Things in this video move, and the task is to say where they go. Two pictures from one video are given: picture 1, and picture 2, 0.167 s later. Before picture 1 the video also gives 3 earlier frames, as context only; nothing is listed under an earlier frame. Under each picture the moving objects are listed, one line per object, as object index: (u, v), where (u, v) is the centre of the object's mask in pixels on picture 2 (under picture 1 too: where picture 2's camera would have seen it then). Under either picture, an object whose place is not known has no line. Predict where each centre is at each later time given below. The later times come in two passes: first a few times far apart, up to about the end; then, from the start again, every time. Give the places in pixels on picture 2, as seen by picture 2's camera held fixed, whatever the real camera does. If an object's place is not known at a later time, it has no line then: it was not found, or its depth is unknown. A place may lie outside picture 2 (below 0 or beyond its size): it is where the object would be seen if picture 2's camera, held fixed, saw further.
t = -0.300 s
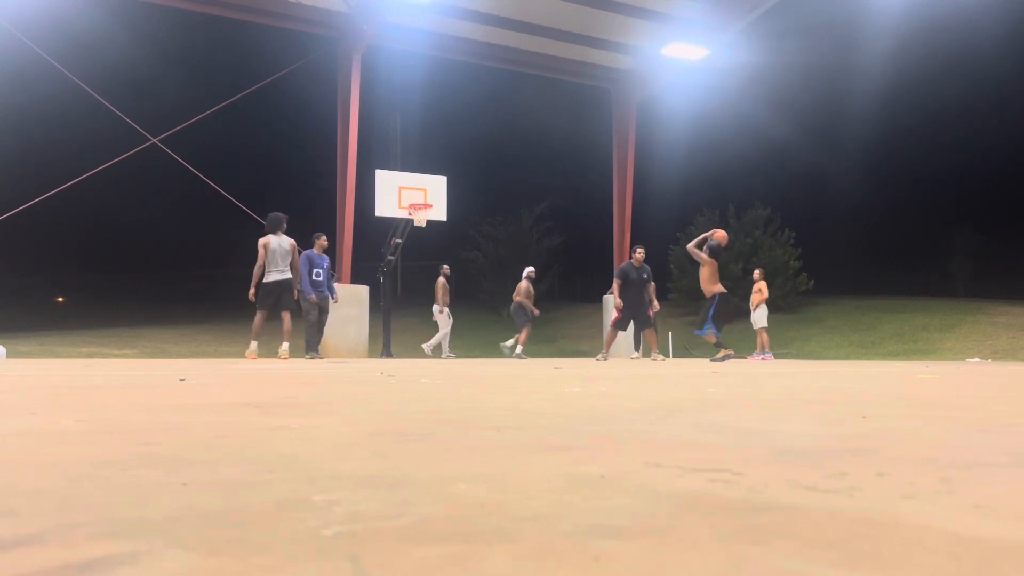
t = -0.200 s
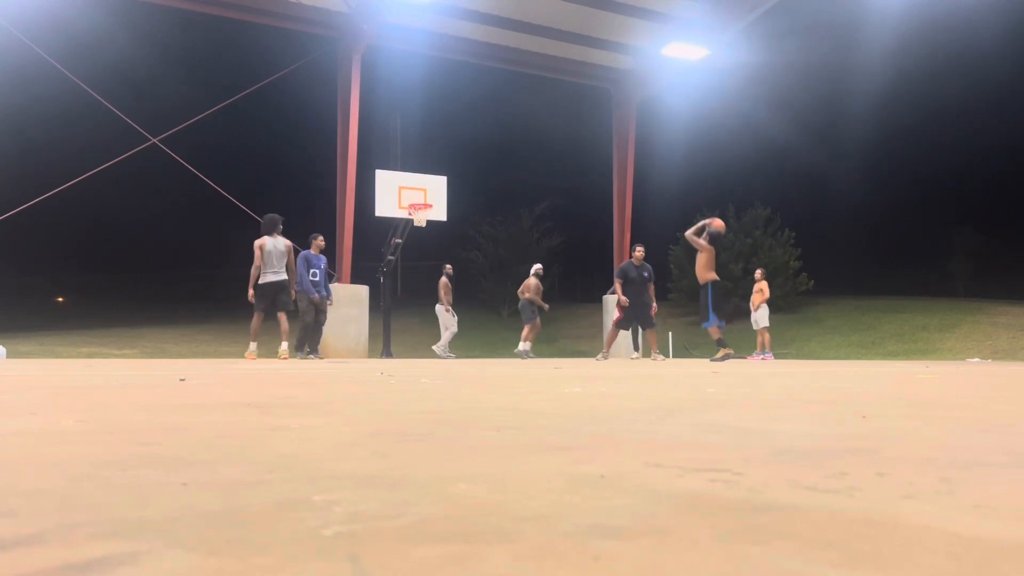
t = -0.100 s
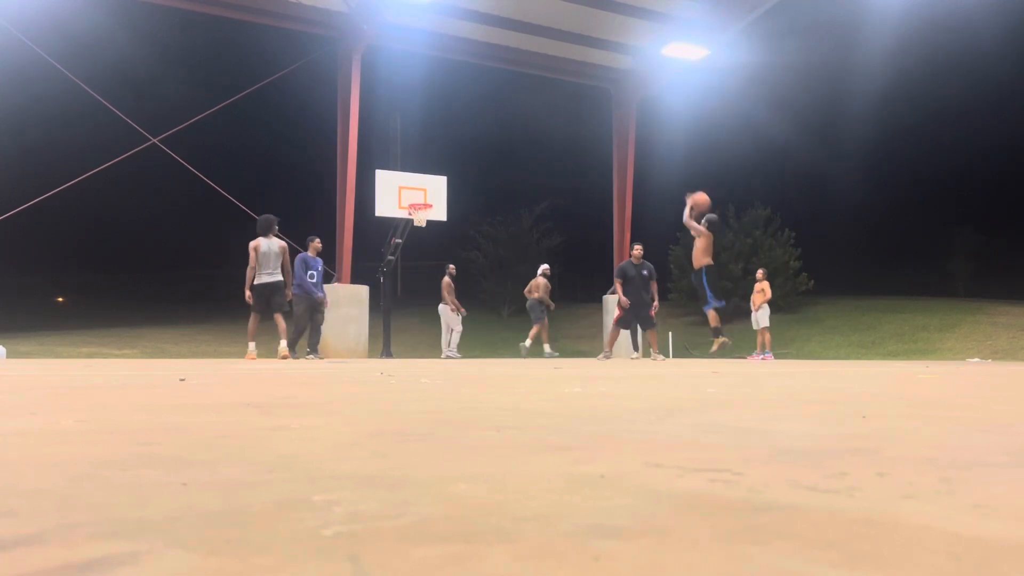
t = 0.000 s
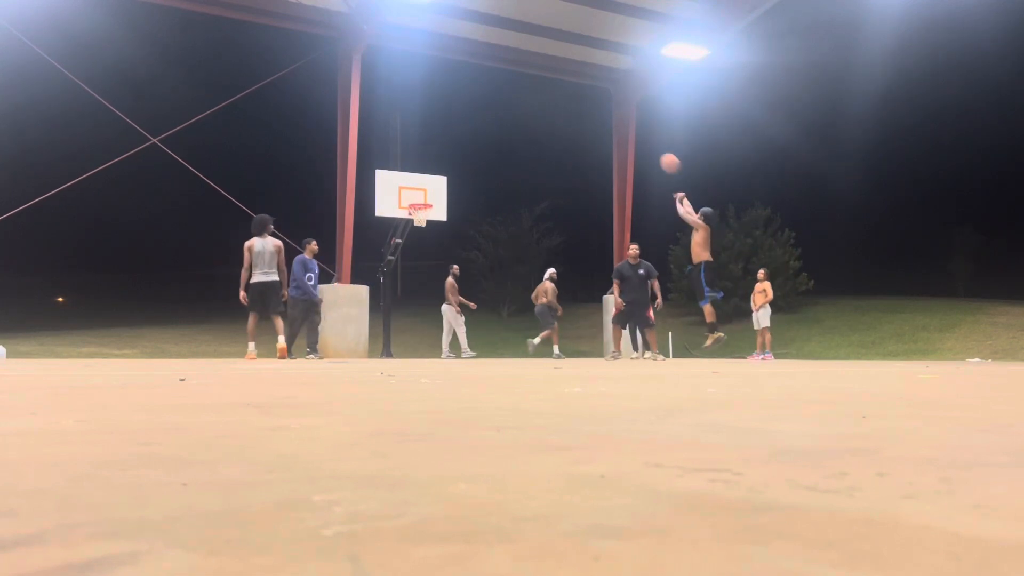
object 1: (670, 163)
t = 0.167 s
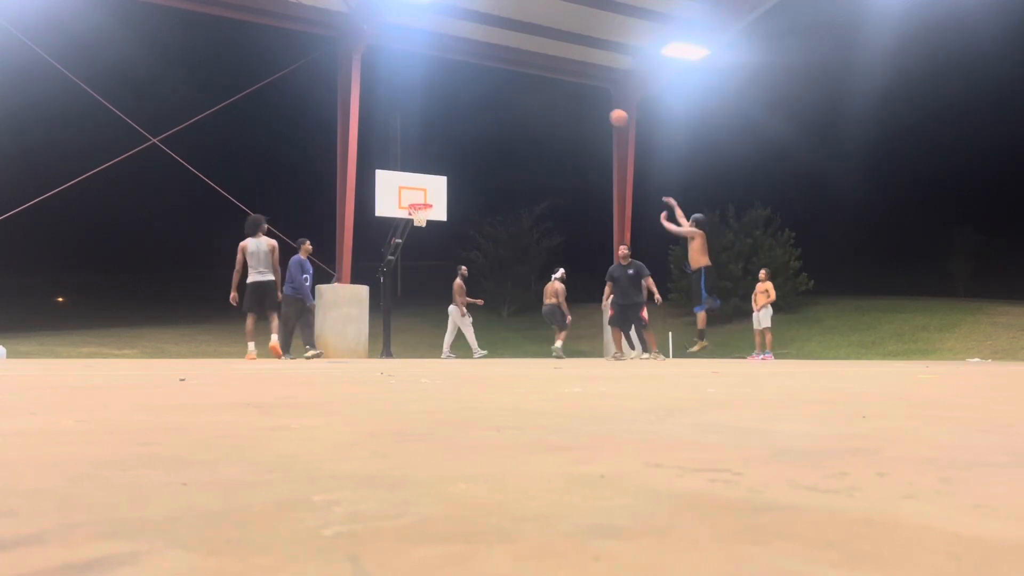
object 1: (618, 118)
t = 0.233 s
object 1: (601, 107)
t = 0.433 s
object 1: (552, 93)
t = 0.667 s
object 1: (504, 106)
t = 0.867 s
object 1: (469, 139)
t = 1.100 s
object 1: (435, 195)
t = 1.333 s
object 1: (434, 165)
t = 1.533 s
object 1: (437, 152)
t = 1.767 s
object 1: (439, 160)
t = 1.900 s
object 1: (441, 173)
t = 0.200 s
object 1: (609, 112)
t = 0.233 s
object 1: (601, 107)
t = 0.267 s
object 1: (592, 103)
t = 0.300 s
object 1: (583, 99)
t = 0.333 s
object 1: (575, 96)
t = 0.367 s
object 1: (567, 94)
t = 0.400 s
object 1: (559, 93)
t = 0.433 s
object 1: (552, 93)
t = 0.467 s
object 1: (544, 93)
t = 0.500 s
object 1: (537, 94)
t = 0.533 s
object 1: (530, 95)
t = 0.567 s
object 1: (523, 97)
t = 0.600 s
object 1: (517, 100)
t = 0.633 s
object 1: (511, 103)
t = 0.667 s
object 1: (504, 106)
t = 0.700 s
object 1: (498, 111)
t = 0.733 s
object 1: (492, 115)
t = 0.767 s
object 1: (486, 120)
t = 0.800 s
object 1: (480, 126)
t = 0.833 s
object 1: (475, 132)
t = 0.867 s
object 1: (469, 139)
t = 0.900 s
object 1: (464, 146)
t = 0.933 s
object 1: (459, 153)
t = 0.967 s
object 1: (454, 160)
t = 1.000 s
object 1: (449, 168)
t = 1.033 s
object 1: (445, 176)
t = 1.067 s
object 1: (440, 186)
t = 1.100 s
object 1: (435, 195)
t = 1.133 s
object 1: (432, 197)
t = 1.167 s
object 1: (432, 191)
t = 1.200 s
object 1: (433, 185)
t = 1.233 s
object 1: (434, 178)
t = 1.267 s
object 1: (434, 173)
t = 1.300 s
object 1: (434, 168)
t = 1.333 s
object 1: (434, 165)
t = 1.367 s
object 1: (435, 161)
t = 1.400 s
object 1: (435, 158)
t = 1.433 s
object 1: (436, 156)
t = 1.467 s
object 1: (436, 154)
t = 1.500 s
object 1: (436, 153)
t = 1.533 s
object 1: (437, 152)
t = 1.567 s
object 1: (437, 151)
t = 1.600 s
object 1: (437, 152)
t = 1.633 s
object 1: (438, 152)
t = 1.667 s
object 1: (438, 154)
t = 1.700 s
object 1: (439, 155)
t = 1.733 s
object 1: (439, 157)
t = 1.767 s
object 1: (439, 160)
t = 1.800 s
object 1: (440, 163)
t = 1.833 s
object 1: (440, 167)
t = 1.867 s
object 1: (440, 170)
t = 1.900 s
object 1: (441, 173)
